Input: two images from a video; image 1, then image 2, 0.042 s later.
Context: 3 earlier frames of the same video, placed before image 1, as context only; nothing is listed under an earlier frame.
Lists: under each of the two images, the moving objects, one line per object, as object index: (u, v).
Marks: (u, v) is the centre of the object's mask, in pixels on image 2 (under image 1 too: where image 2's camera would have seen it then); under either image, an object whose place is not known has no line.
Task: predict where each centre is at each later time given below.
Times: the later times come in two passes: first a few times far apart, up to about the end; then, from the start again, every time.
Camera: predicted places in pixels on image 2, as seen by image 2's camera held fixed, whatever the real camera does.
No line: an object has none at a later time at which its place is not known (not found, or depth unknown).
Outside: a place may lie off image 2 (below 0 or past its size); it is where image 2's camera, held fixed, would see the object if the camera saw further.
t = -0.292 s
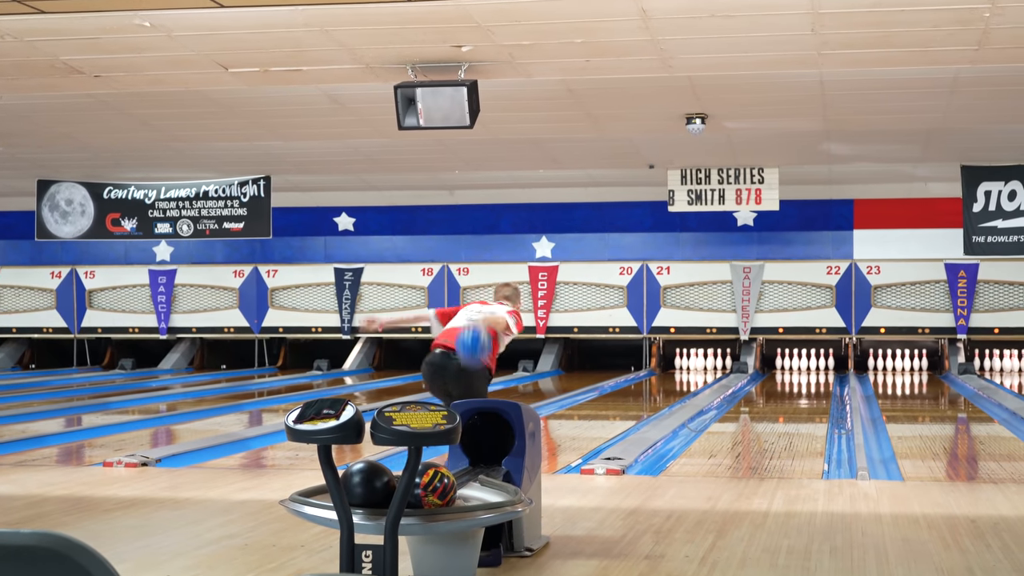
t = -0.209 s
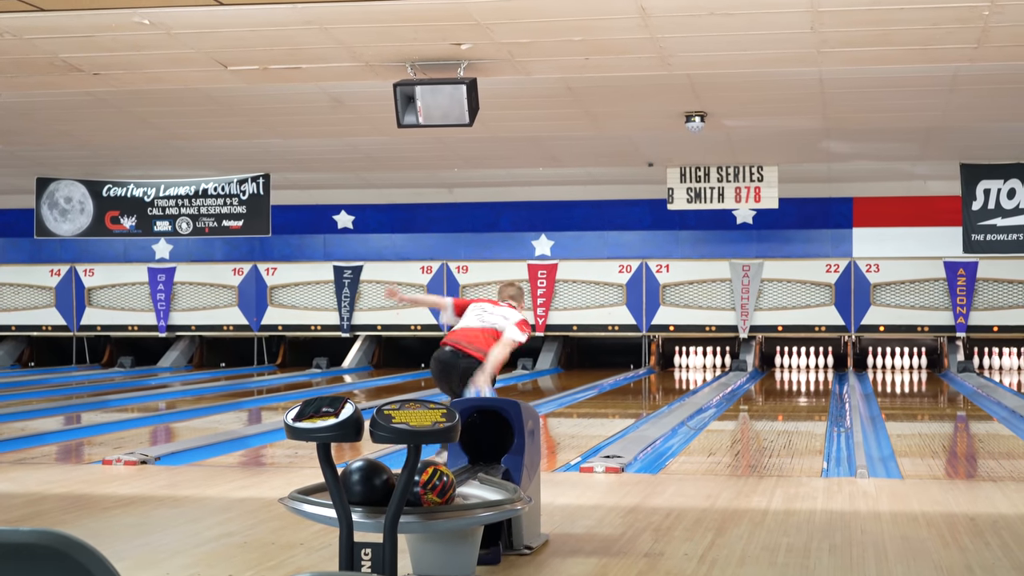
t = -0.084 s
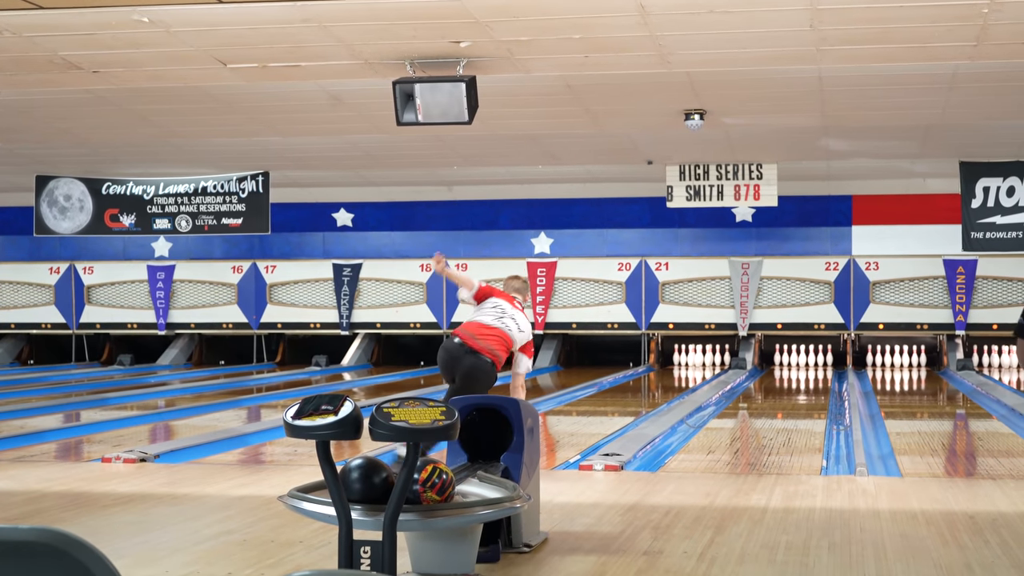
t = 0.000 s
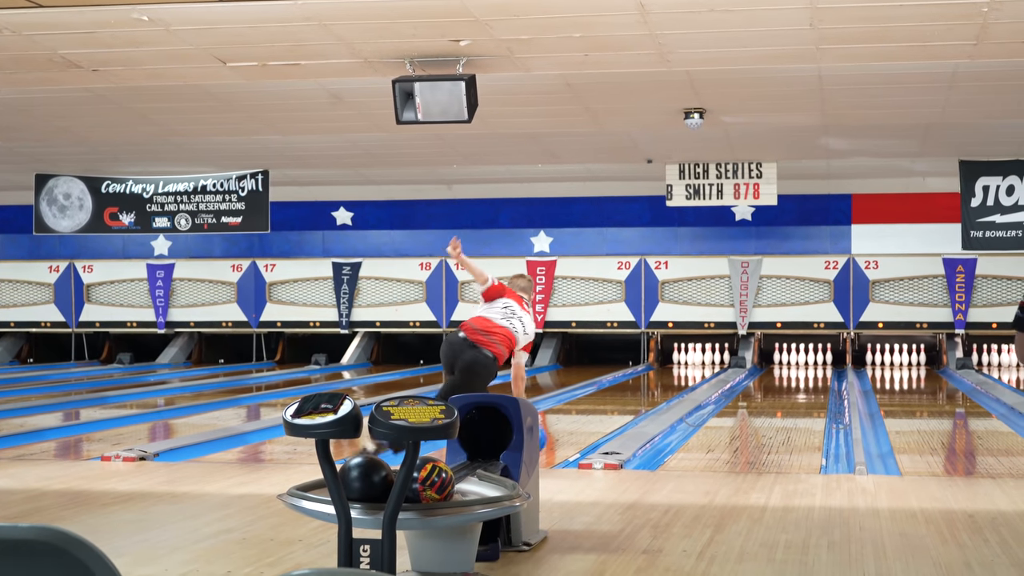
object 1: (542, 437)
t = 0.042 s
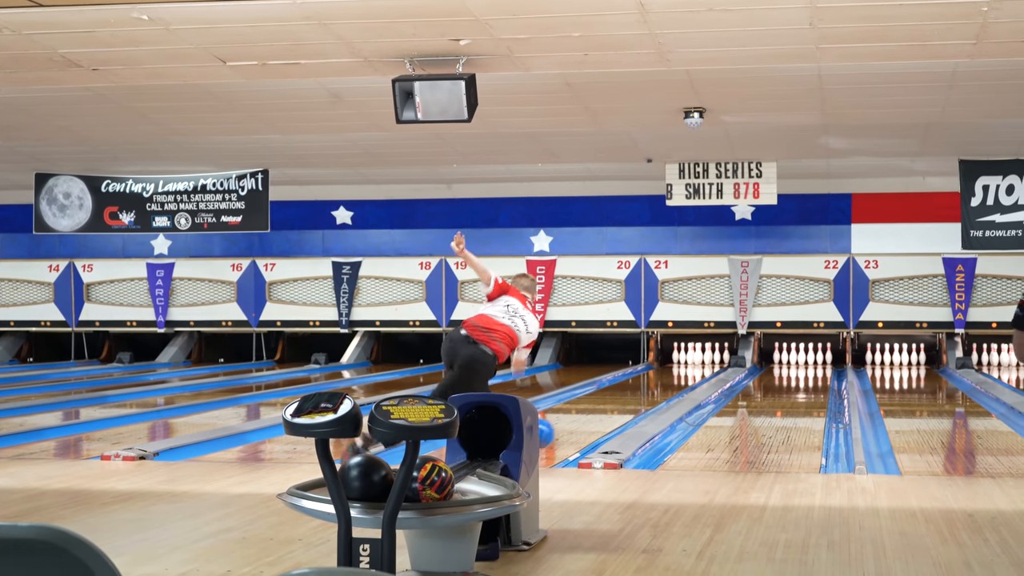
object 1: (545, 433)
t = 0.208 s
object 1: (569, 429)
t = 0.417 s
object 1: (599, 416)
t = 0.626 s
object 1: (622, 405)
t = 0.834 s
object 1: (641, 397)
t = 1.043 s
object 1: (656, 389)
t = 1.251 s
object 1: (669, 383)
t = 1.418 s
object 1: (677, 378)
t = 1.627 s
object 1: (685, 373)
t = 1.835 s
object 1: (692, 369)
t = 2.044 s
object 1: (697, 365)
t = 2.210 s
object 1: (698, 363)
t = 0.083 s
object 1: (549, 431)
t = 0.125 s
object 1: (555, 432)
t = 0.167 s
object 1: (562, 433)
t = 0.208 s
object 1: (569, 429)
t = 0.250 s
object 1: (576, 427)
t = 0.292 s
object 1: (582, 423)
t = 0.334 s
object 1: (588, 421)
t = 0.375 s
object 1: (594, 418)
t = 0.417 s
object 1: (599, 416)
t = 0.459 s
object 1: (604, 413)
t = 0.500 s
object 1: (609, 411)
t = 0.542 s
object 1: (614, 409)
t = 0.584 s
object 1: (618, 407)
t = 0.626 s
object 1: (622, 405)
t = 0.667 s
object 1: (627, 403)
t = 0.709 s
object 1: (630, 402)
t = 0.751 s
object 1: (634, 400)
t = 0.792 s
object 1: (637, 398)
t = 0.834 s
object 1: (641, 397)
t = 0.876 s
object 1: (644, 395)
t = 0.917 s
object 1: (647, 393)
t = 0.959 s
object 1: (650, 392)
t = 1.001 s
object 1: (653, 390)
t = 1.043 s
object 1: (656, 389)
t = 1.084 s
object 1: (659, 388)
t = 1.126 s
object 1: (661, 386)
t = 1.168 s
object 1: (664, 385)
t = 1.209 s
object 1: (666, 384)
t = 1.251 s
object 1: (669, 383)
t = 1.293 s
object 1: (671, 381)
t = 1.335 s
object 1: (673, 380)
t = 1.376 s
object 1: (675, 379)
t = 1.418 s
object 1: (677, 378)
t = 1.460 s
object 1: (678, 377)
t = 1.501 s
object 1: (680, 376)
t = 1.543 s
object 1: (682, 375)
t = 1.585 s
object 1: (684, 374)
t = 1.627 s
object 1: (685, 373)
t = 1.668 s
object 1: (687, 372)
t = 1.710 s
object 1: (689, 372)
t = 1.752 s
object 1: (690, 371)
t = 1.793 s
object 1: (691, 370)
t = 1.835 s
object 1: (692, 369)
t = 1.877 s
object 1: (693, 368)
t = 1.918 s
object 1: (695, 367)
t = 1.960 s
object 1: (696, 367)
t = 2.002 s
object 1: (696, 366)
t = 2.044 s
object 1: (697, 365)
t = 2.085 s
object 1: (697, 365)
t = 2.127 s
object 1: (698, 364)
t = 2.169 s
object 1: (698, 363)
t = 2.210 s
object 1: (698, 363)
